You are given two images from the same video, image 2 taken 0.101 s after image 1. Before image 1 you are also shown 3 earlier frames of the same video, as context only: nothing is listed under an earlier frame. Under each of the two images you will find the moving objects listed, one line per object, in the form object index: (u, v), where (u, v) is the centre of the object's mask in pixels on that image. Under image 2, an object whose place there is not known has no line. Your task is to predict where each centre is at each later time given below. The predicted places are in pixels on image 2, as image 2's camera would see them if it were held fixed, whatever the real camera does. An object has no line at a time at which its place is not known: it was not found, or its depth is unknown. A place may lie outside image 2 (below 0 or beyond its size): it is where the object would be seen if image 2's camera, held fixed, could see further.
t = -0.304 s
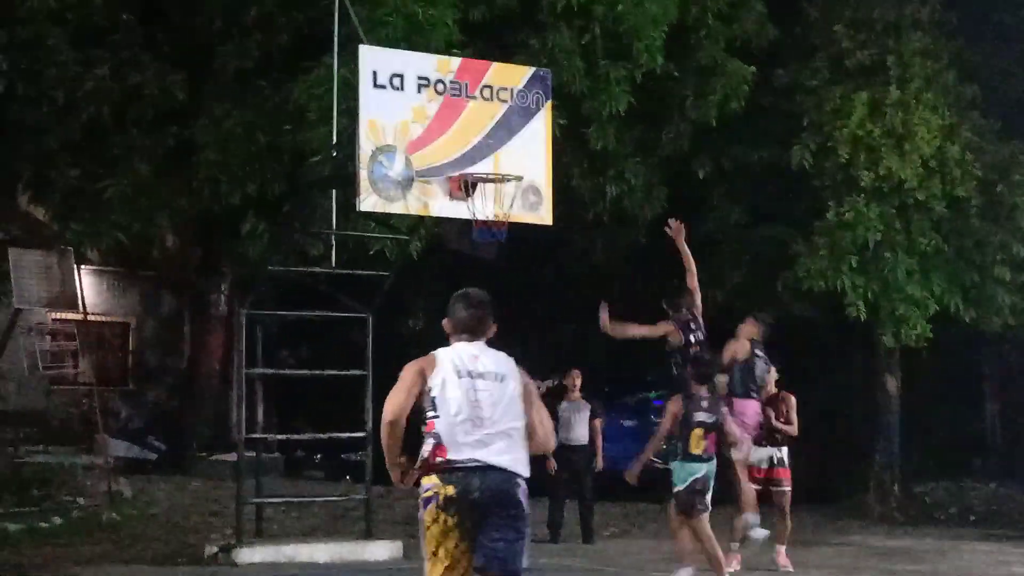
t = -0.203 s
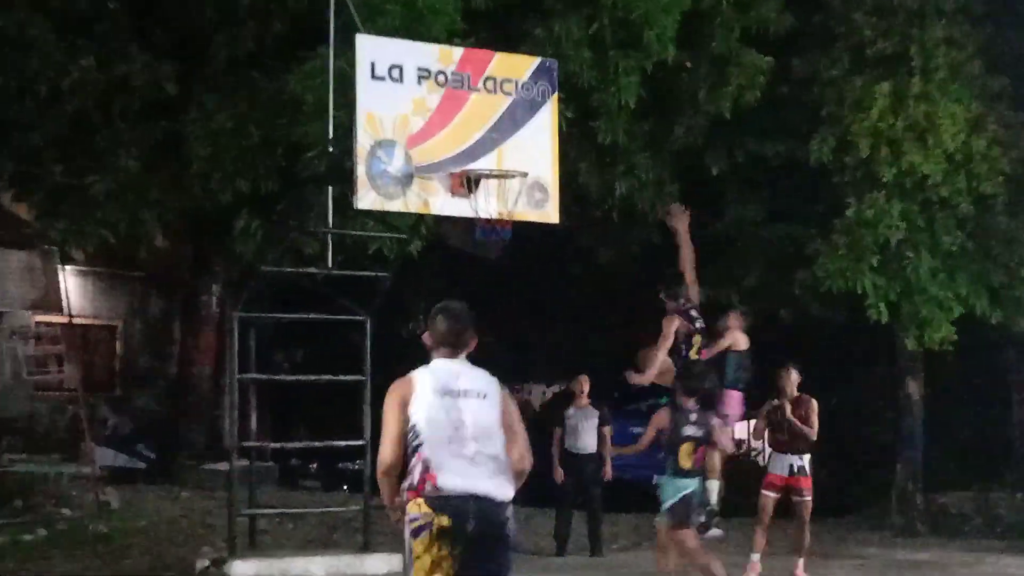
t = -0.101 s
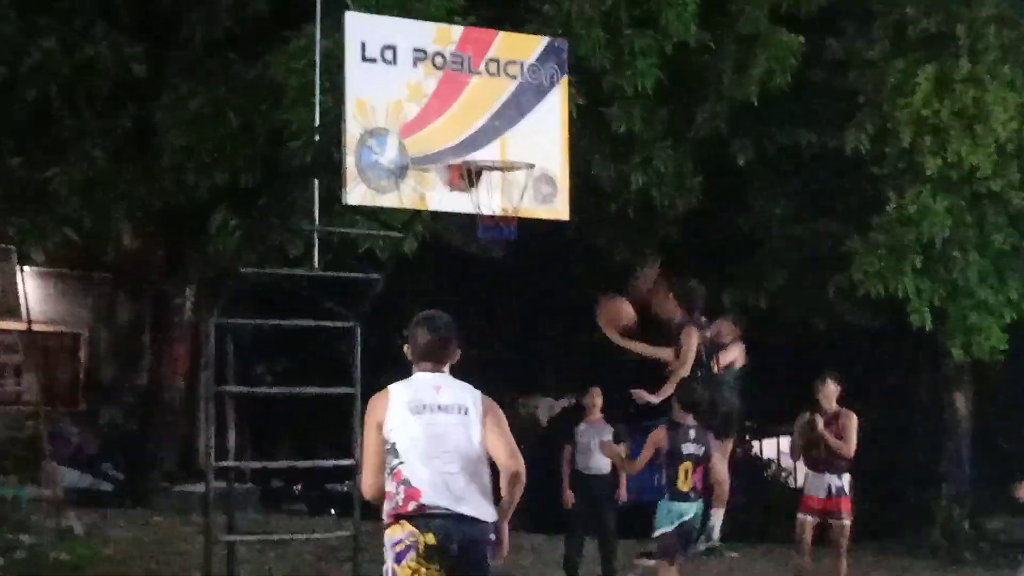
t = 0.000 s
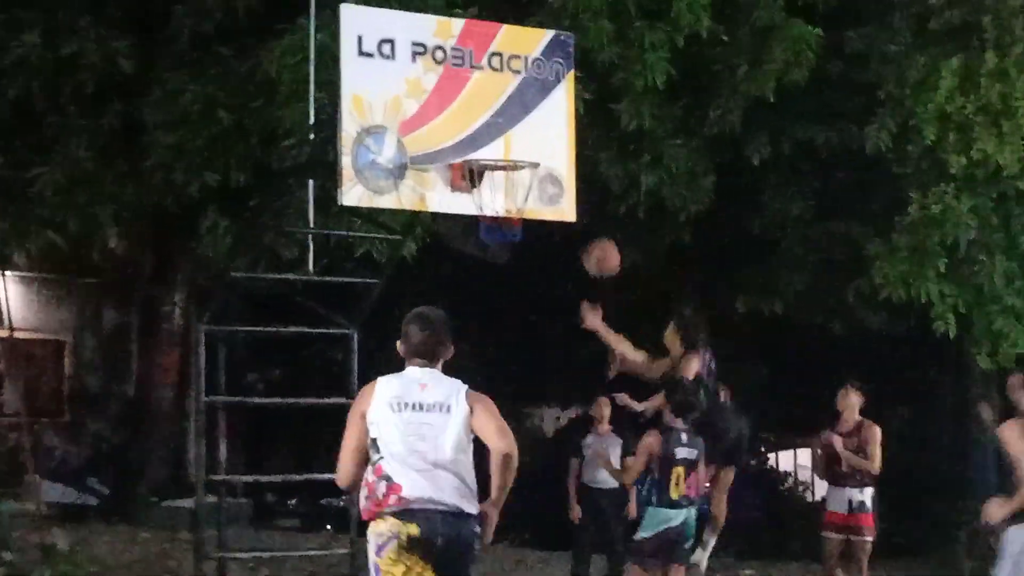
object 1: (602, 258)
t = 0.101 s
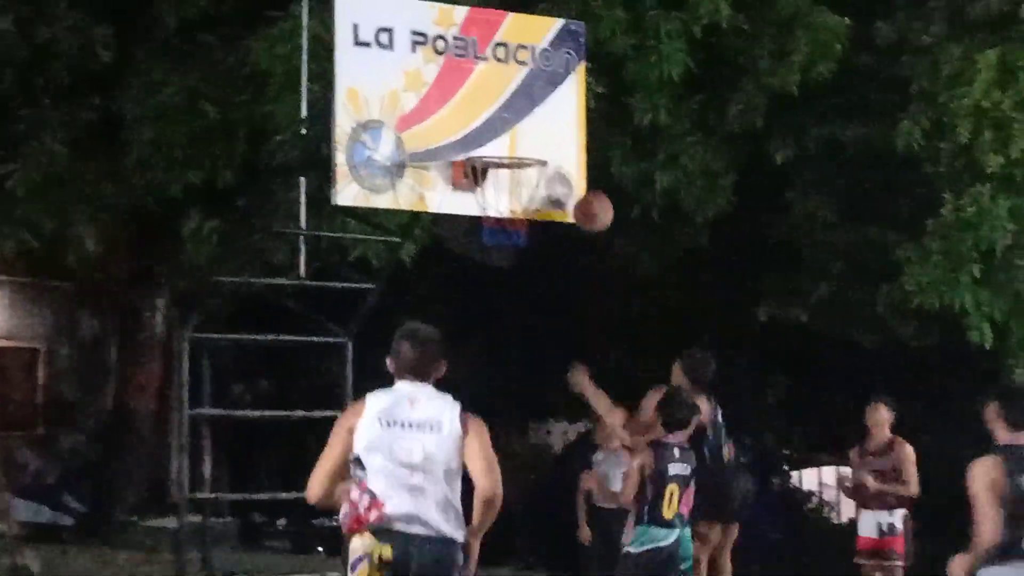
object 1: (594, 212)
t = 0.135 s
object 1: (586, 200)
